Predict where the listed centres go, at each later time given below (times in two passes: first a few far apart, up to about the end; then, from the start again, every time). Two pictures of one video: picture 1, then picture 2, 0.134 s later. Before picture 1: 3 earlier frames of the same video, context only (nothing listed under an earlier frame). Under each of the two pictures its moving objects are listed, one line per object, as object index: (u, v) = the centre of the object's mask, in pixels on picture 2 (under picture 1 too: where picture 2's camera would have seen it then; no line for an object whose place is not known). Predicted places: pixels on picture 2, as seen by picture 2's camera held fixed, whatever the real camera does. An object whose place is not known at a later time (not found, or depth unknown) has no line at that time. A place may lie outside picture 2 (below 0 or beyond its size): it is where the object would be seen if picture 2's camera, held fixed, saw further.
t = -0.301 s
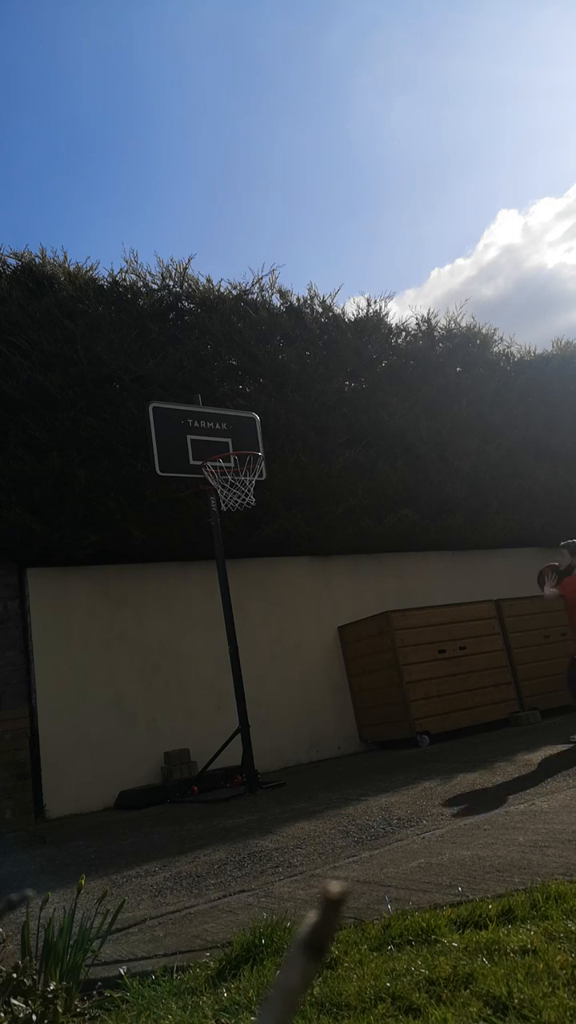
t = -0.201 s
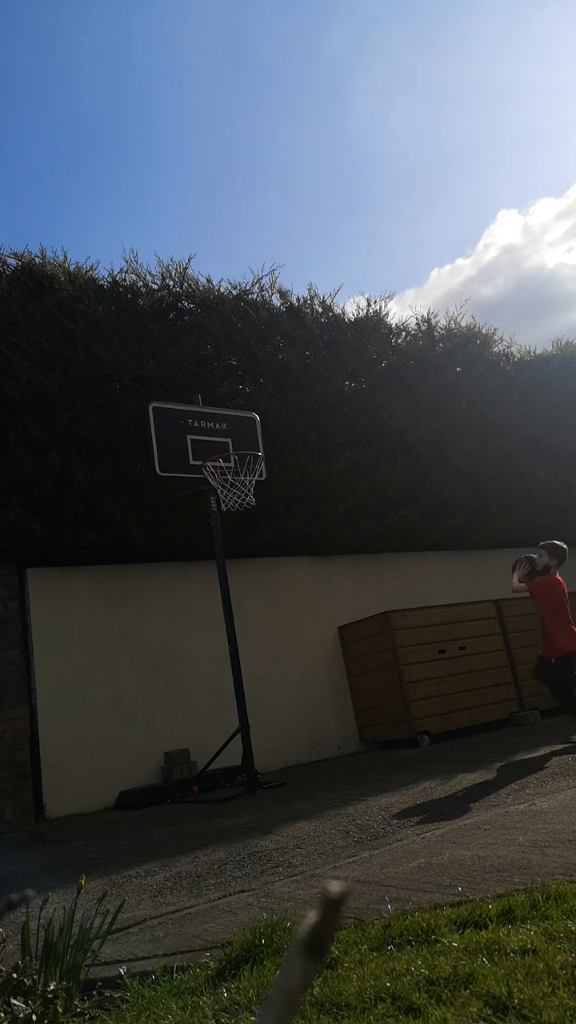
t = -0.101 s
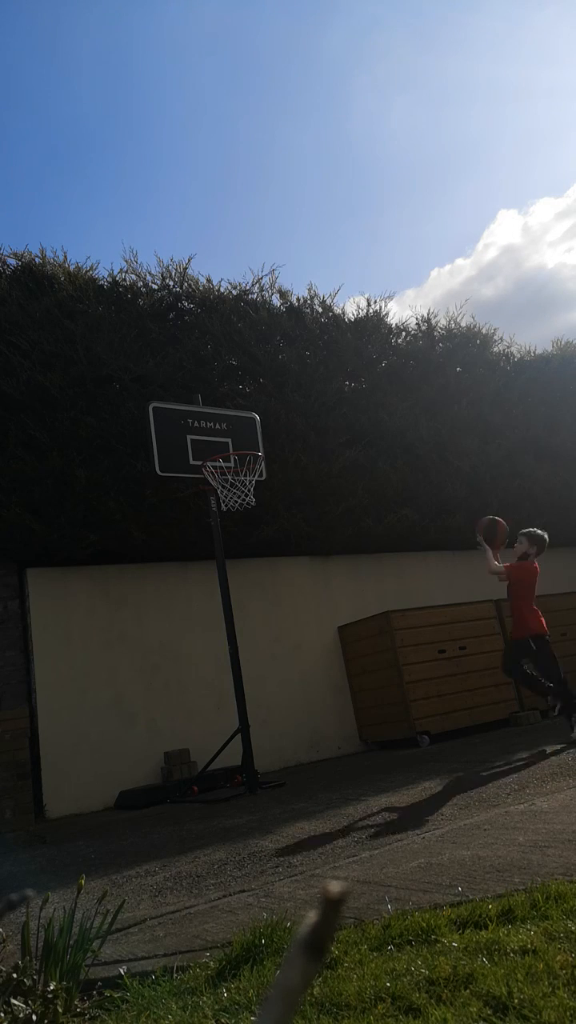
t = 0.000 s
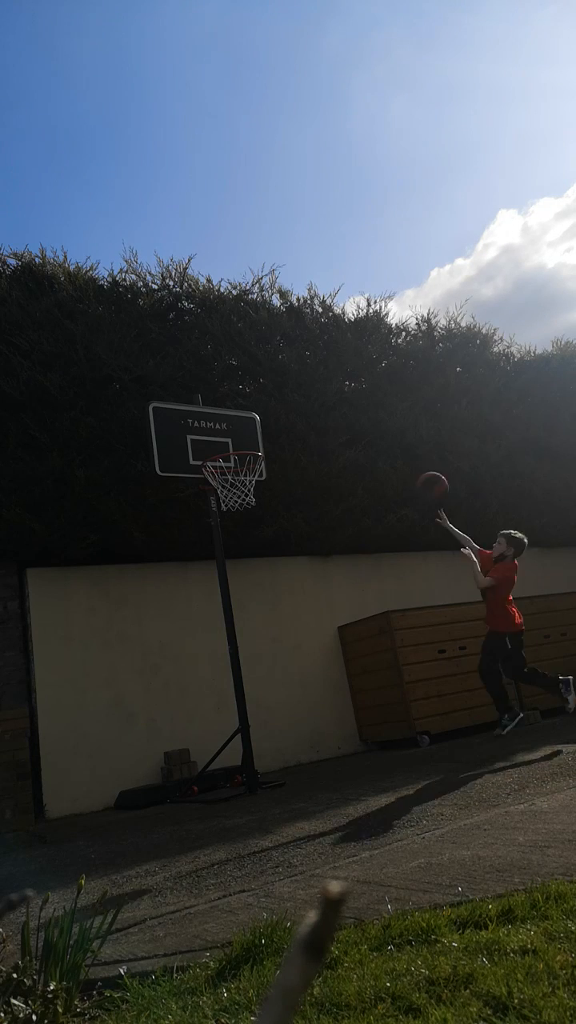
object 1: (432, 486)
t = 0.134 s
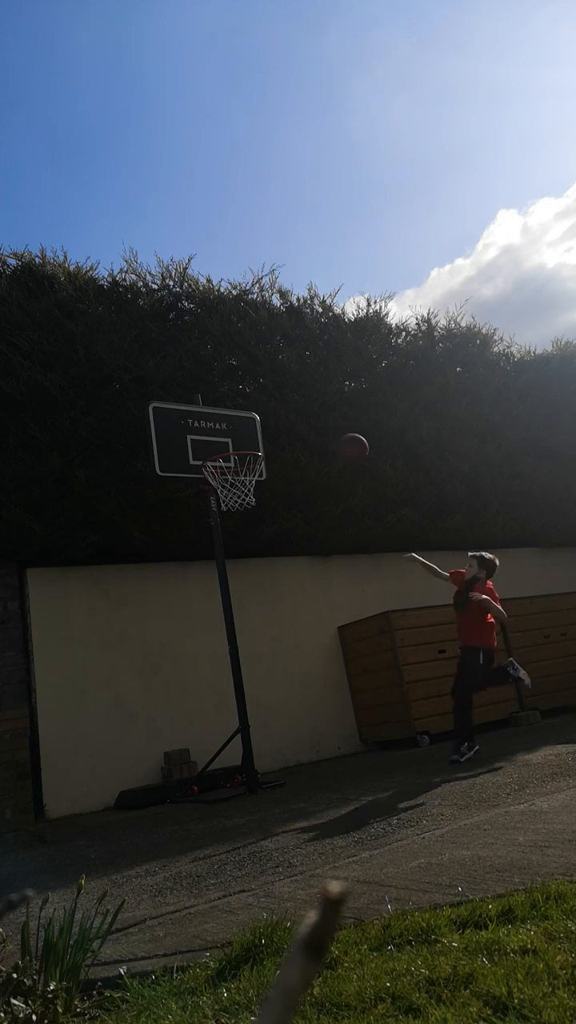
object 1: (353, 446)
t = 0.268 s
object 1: (282, 432)
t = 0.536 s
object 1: (201, 443)
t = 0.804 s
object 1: (198, 447)
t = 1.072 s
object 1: (206, 566)
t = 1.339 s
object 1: (229, 792)
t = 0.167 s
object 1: (335, 441)
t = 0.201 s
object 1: (317, 436)
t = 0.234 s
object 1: (299, 434)
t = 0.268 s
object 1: (282, 432)
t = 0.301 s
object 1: (264, 433)
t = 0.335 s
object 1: (248, 433)
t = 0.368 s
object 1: (229, 435)
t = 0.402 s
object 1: (213, 438)
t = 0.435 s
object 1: (206, 440)
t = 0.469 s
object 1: (202, 444)
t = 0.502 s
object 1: (200, 446)
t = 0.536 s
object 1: (201, 443)
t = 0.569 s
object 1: (200, 437)
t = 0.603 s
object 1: (199, 434)
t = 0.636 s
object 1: (198, 434)
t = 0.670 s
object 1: (198, 434)
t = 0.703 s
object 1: (197, 434)
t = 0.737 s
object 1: (197, 439)
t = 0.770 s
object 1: (196, 443)
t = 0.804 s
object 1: (198, 447)
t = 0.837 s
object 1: (197, 457)
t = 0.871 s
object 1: (198, 468)
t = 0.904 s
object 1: (202, 474)
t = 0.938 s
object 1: (201, 489)
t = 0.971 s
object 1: (201, 507)
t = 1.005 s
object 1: (203, 523)
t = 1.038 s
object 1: (205, 544)
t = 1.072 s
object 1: (206, 566)
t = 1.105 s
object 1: (209, 591)
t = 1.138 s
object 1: (211, 619)
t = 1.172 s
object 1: (215, 649)
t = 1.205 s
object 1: (218, 683)
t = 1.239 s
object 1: (222, 720)
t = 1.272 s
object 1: (226, 763)
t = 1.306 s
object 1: (232, 809)
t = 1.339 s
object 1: (229, 792)
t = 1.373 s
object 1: (219, 759)
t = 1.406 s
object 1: (213, 729)
